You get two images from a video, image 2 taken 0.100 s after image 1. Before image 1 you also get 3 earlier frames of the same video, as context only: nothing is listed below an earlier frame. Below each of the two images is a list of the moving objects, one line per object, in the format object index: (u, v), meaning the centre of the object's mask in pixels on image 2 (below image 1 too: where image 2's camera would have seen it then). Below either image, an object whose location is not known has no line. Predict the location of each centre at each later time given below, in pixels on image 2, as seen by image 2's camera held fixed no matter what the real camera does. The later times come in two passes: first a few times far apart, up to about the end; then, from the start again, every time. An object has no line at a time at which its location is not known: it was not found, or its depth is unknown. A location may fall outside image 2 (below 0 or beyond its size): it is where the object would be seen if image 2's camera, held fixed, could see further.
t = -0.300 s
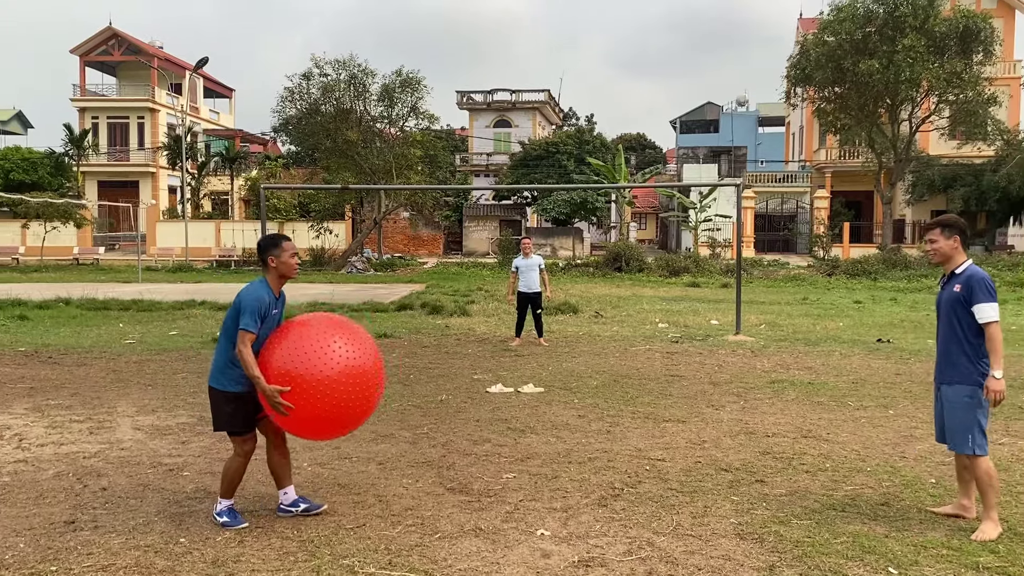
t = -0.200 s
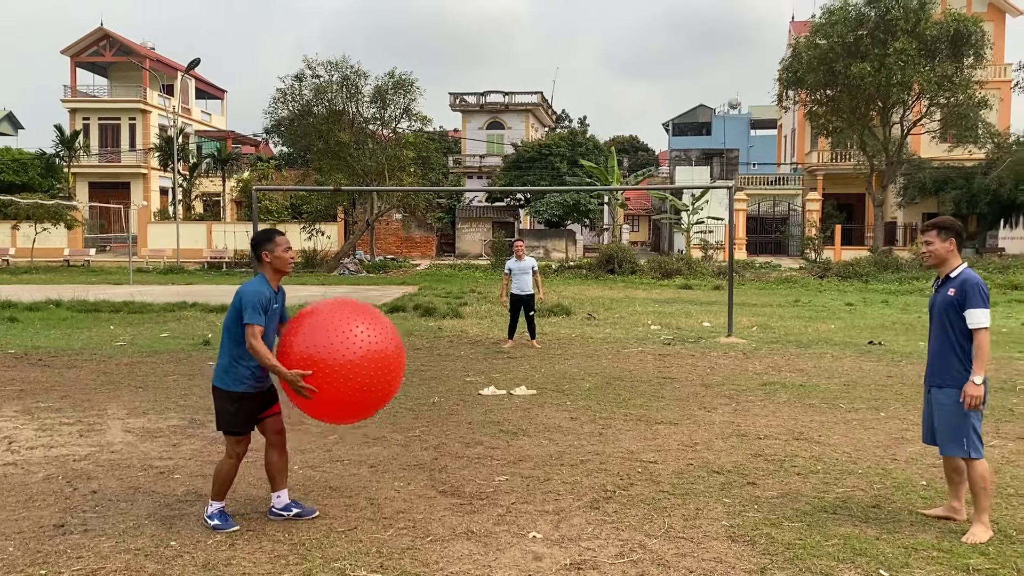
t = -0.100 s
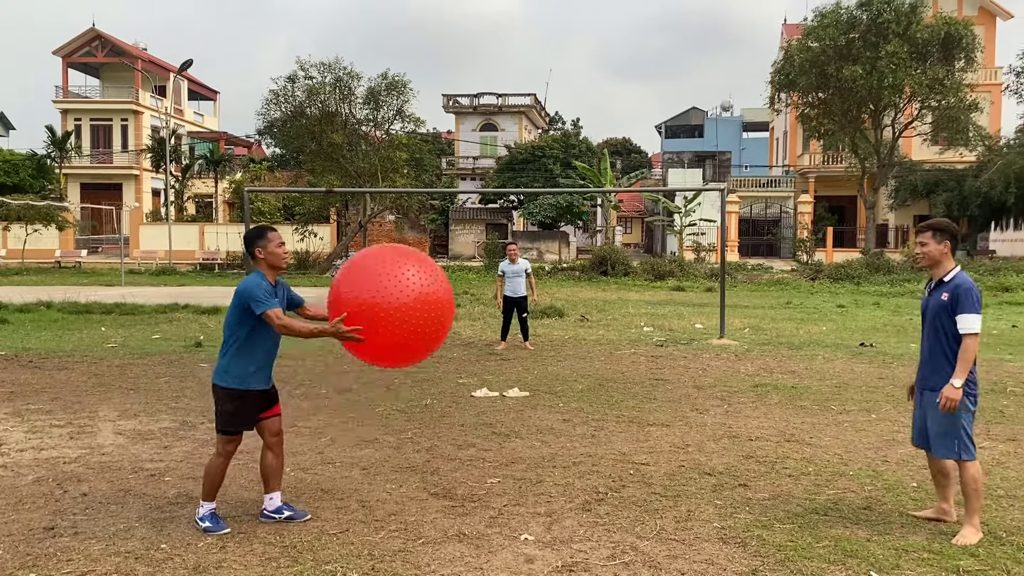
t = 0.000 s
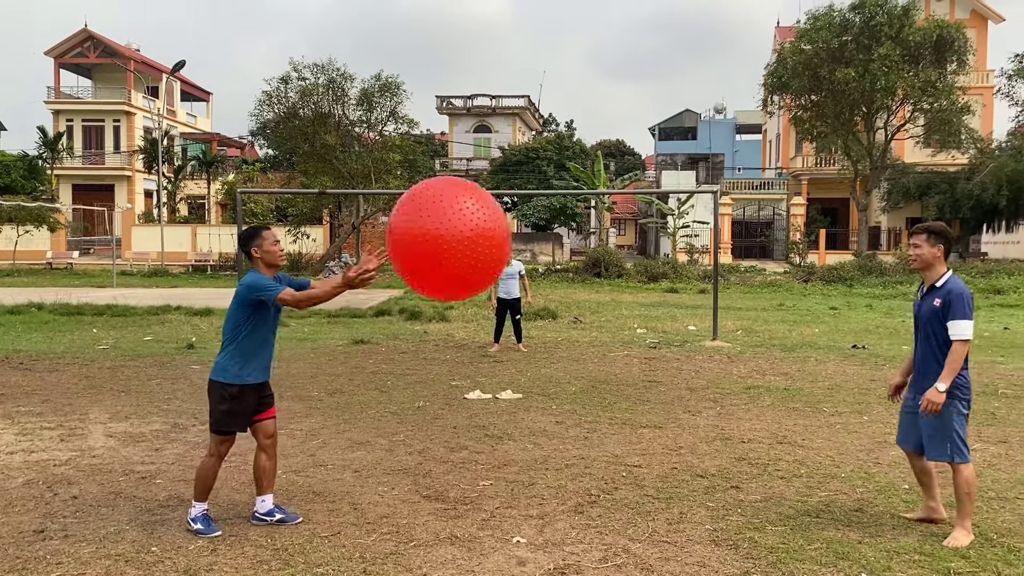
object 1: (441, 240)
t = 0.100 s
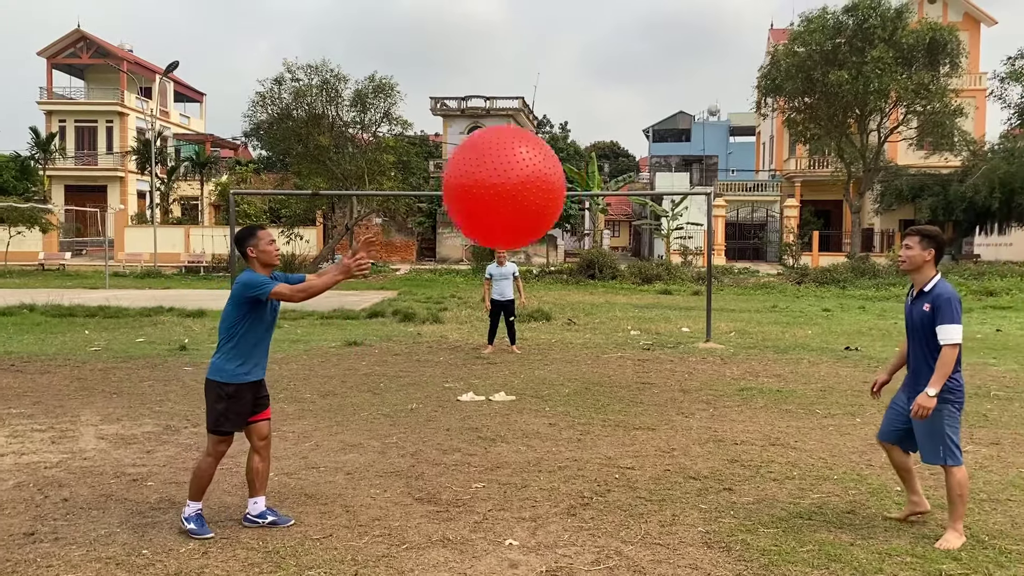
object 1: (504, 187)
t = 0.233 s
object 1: (582, 140)
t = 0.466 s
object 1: (709, 120)
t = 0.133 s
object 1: (524, 173)
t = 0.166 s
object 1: (544, 160)
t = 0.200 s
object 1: (563, 149)
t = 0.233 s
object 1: (582, 140)
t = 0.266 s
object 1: (601, 132)
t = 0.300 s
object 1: (619, 126)
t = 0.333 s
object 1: (638, 121)
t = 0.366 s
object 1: (656, 118)
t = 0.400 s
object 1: (674, 118)
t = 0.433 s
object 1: (691, 118)
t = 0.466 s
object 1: (709, 120)
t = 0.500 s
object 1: (726, 124)
